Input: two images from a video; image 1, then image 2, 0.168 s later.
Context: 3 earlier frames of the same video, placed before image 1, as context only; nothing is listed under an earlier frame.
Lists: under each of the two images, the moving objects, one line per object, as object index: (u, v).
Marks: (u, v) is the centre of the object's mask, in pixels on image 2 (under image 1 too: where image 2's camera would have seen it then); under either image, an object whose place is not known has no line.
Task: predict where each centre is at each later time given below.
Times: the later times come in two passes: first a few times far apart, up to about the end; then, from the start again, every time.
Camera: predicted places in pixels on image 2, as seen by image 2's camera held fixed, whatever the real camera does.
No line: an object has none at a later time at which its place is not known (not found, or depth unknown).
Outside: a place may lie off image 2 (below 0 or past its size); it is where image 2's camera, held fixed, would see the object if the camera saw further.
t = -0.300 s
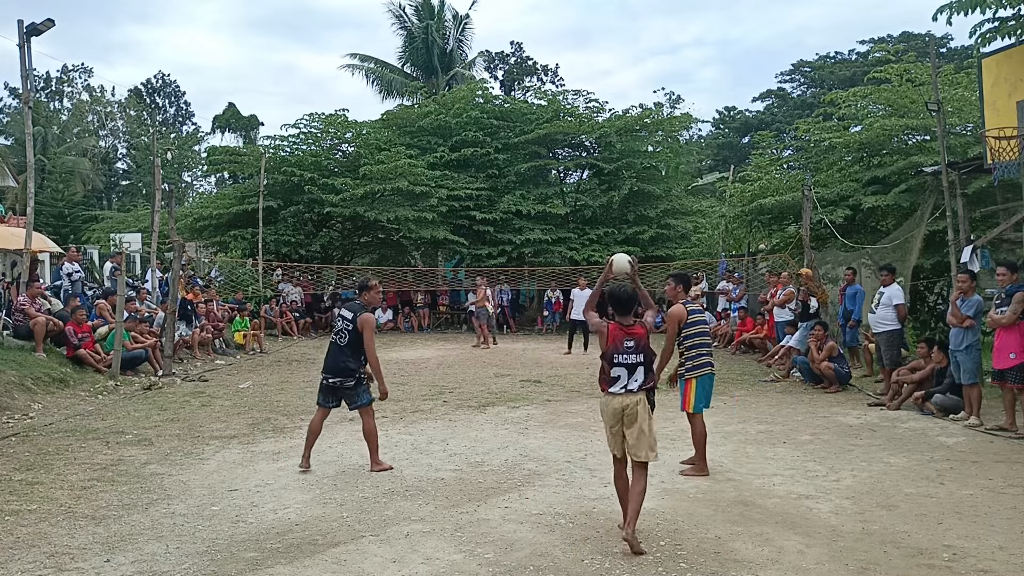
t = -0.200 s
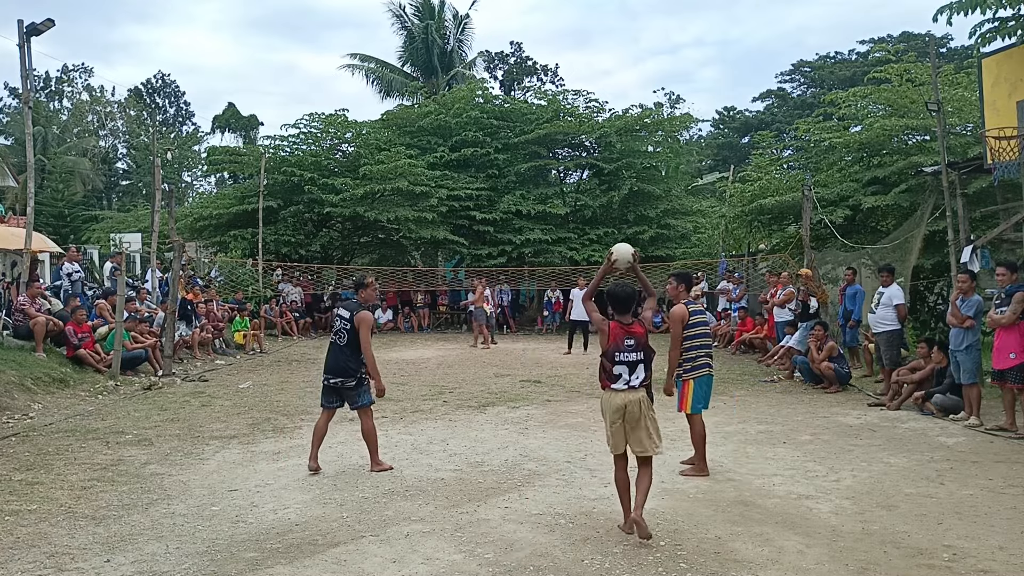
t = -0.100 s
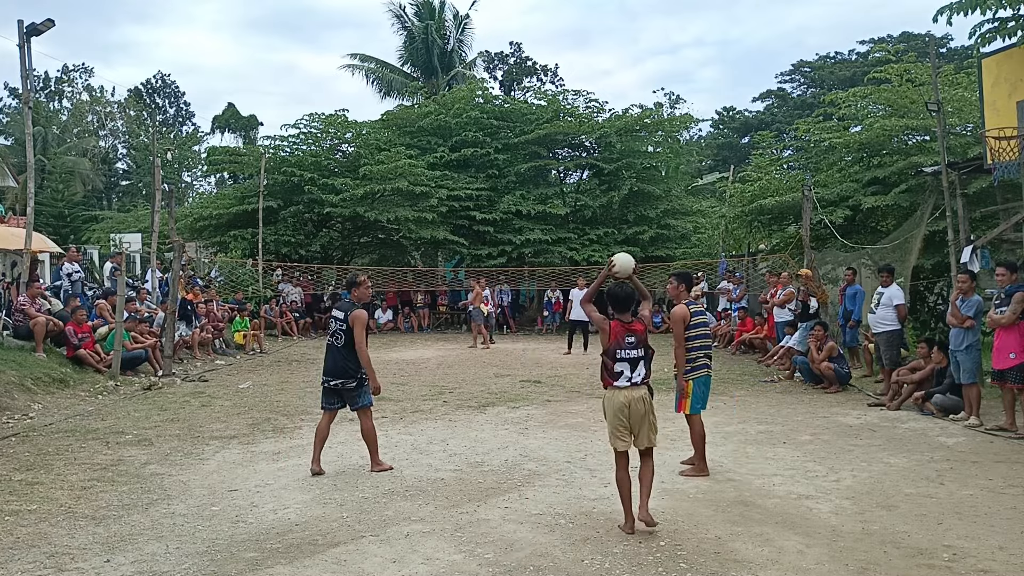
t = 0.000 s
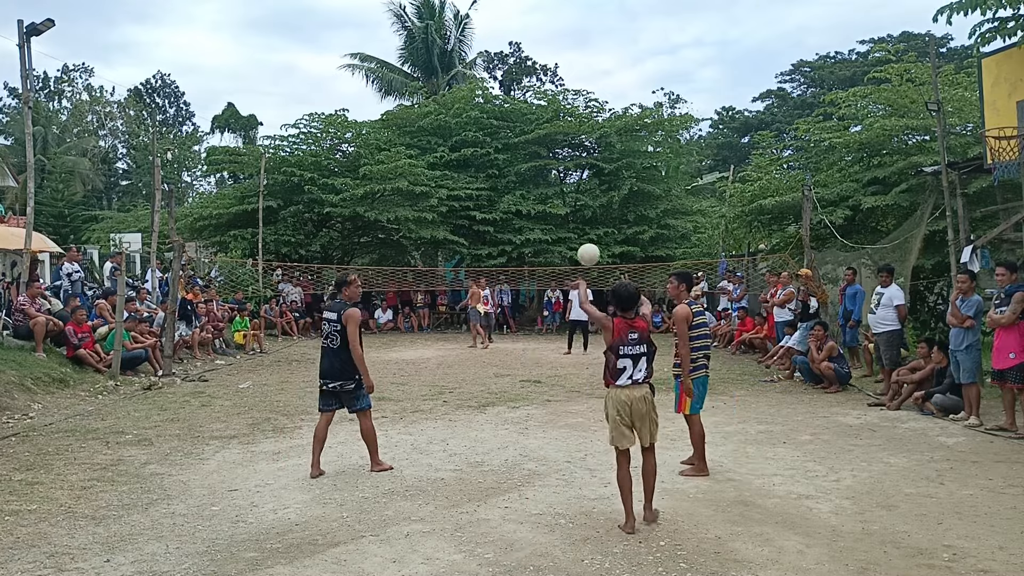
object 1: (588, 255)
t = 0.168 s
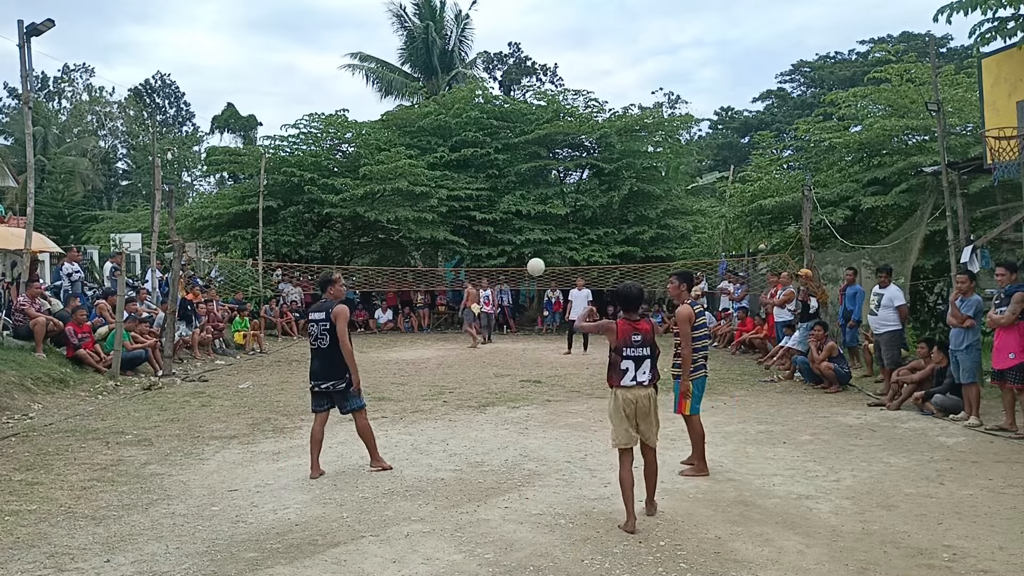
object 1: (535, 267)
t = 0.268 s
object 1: (515, 286)
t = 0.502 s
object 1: (482, 348)
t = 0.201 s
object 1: (528, 273)
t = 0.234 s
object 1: (521, 279)
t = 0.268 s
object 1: (515, 286)
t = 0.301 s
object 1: (509, 294)
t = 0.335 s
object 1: (504, 302)
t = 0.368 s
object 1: (499, 311)
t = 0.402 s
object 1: (494, 319)
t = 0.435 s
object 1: (490, 329)
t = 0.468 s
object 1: (486, 338)
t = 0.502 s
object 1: (482, 348)
